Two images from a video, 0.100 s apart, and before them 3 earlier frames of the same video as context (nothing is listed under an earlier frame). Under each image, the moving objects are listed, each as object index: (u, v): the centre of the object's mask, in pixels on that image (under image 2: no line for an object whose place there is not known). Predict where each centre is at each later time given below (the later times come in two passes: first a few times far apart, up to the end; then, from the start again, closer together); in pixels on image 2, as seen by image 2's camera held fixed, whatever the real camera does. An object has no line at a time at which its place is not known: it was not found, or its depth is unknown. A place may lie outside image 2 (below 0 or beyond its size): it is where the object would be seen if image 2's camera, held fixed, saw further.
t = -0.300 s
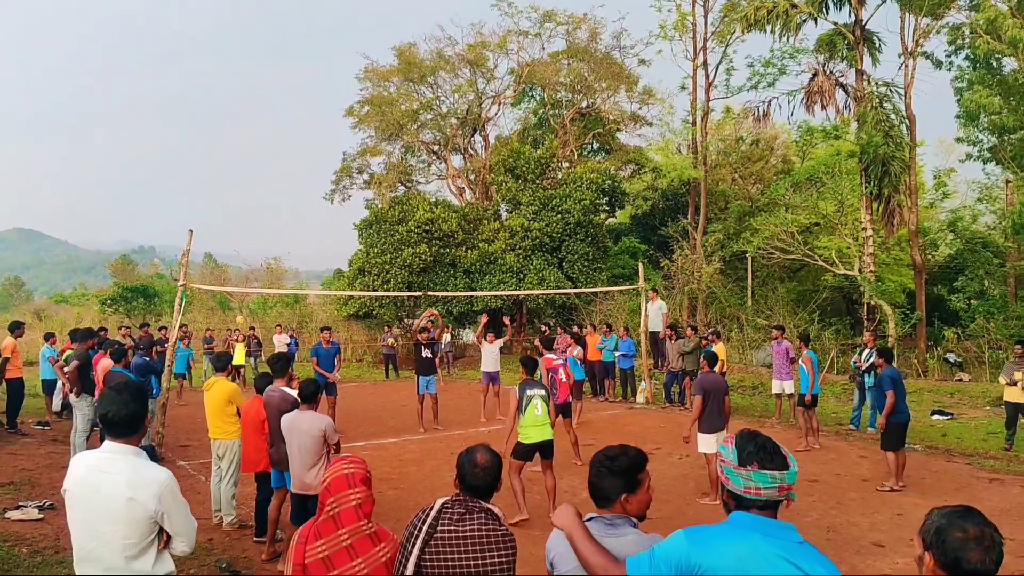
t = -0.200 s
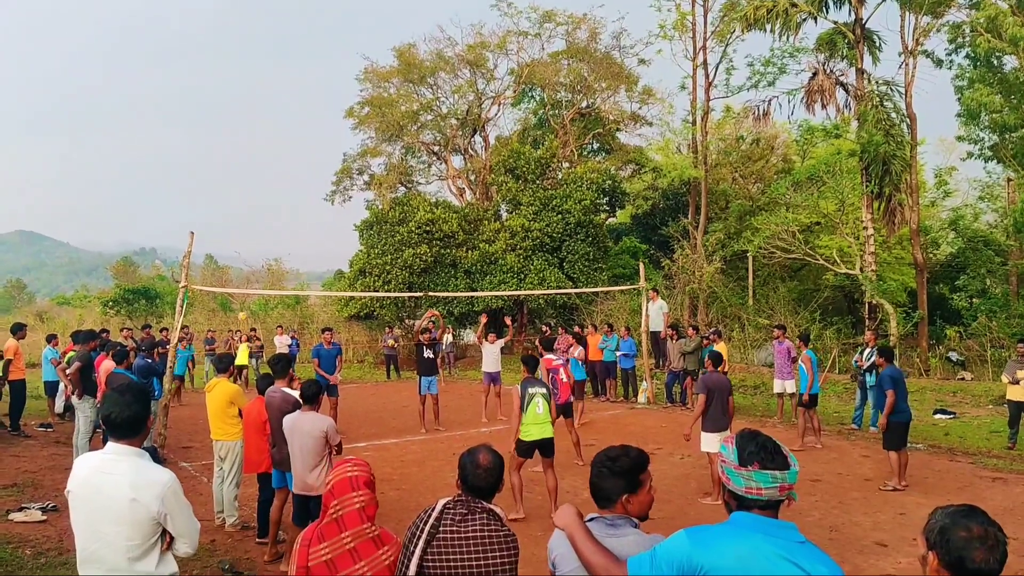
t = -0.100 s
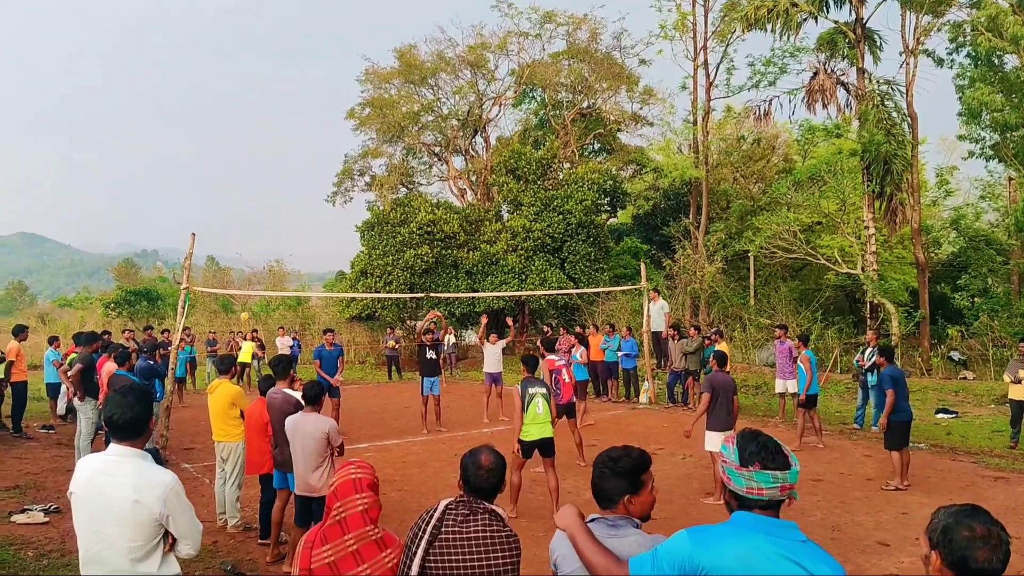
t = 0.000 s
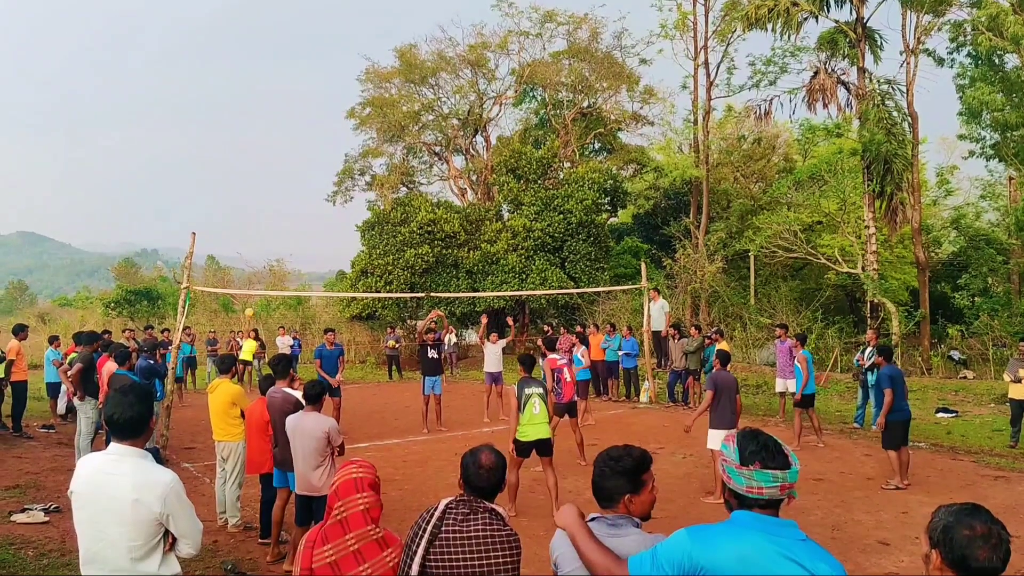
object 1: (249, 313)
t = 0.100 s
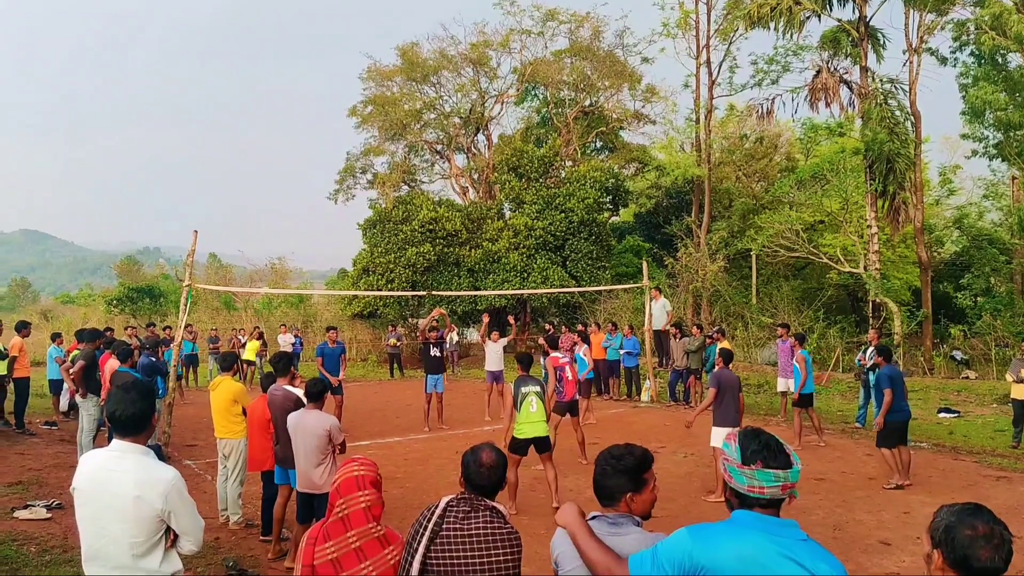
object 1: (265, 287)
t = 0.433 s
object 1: (318, 244)
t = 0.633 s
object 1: (358, 235)
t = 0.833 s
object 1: (408, 250)
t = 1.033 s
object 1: (474, 297)
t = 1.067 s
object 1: (486, 309)
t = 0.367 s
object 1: (307, 251)
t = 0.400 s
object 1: (312, 247)
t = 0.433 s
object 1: (318, 244)
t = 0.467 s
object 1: (324, 242)
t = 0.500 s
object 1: (330, 239)
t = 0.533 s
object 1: (337, 237)
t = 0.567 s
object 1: (344, 236)
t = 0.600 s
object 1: (351, 235)
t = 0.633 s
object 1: (358, 235)
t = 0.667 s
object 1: (366, 235)
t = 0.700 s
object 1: (373, 236)
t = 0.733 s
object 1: (381, 239)
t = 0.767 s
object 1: (391, 242)
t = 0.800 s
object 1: (399, 246)
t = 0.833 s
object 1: (408, 250)
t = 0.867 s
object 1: (419, 256)
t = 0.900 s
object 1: (429, 262)
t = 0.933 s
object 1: (440, 269)
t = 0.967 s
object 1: (451, 277)
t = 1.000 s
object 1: (461, 286)
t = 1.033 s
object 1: (474, 297)
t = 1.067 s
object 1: (486, 309)
